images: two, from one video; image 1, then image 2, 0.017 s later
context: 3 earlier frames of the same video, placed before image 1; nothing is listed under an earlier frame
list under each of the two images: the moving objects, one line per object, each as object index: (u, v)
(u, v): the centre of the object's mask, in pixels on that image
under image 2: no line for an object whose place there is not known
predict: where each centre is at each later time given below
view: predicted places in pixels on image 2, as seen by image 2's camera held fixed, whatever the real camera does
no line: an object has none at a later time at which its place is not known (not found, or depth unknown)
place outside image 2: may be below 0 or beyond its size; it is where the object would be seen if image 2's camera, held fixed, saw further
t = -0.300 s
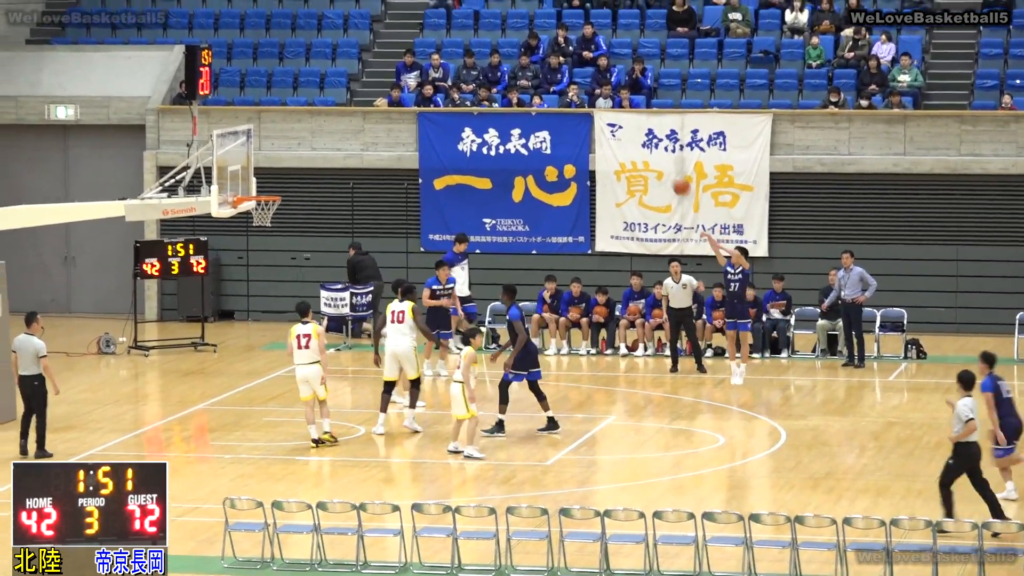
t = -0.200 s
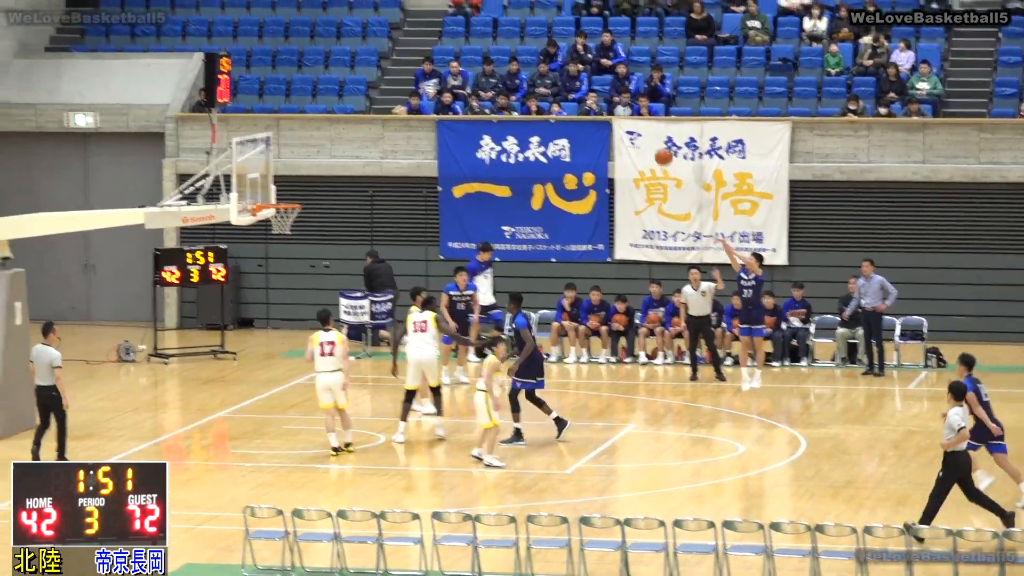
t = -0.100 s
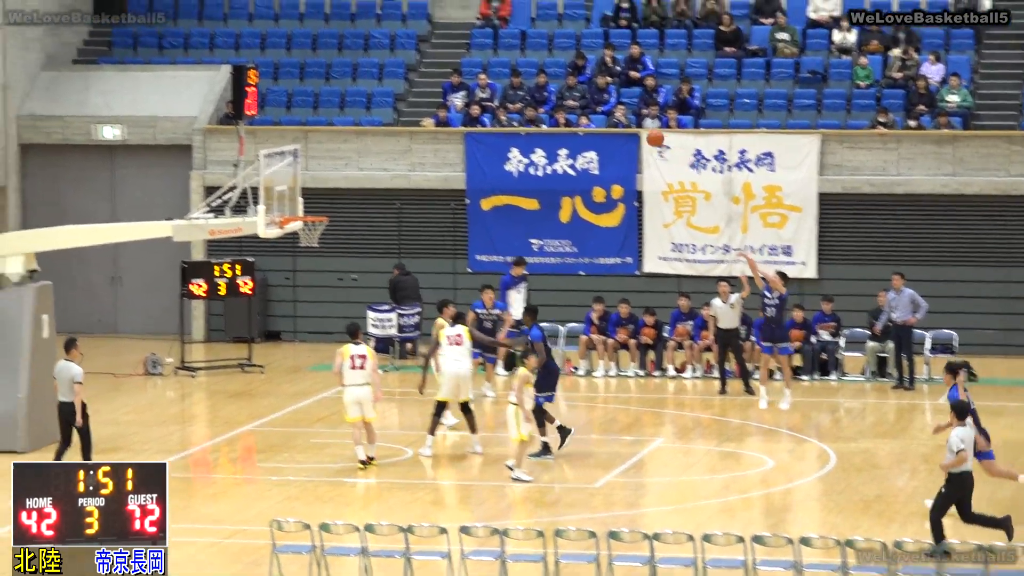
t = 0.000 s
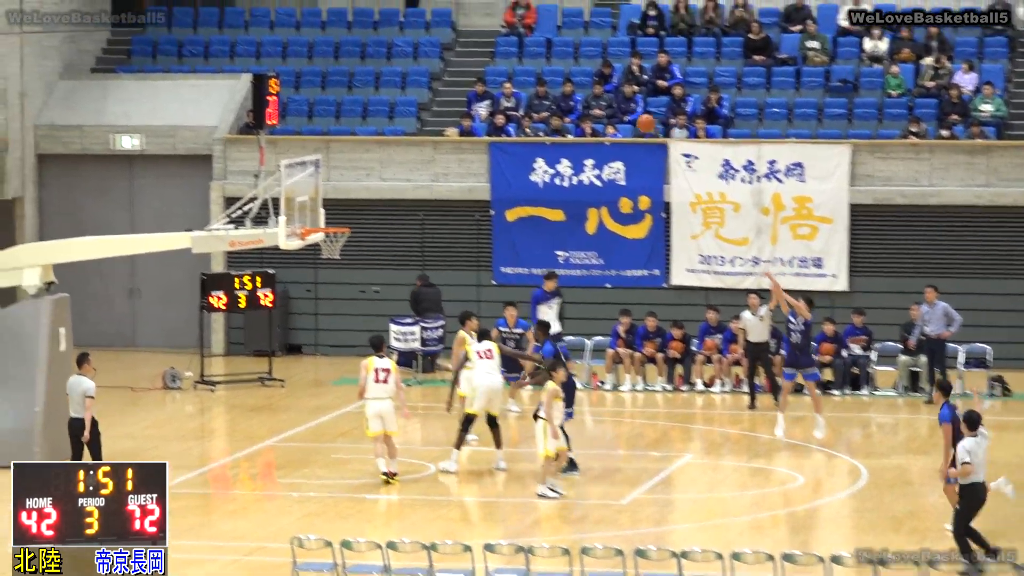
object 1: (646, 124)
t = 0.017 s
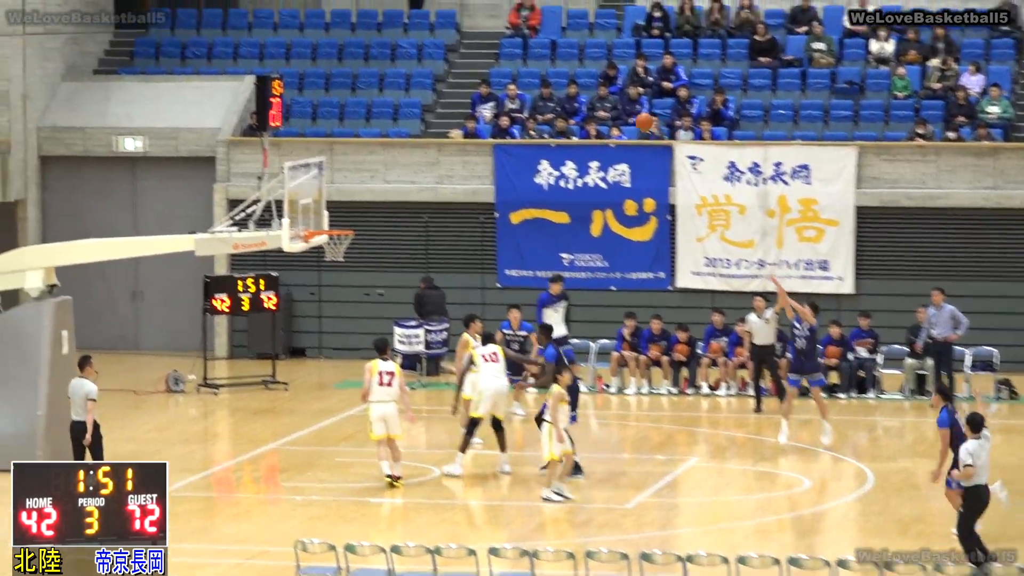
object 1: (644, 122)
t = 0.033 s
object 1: (638, 119)
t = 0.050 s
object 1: (631, 116)
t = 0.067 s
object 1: (626, 113)
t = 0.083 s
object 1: (619, 110)
